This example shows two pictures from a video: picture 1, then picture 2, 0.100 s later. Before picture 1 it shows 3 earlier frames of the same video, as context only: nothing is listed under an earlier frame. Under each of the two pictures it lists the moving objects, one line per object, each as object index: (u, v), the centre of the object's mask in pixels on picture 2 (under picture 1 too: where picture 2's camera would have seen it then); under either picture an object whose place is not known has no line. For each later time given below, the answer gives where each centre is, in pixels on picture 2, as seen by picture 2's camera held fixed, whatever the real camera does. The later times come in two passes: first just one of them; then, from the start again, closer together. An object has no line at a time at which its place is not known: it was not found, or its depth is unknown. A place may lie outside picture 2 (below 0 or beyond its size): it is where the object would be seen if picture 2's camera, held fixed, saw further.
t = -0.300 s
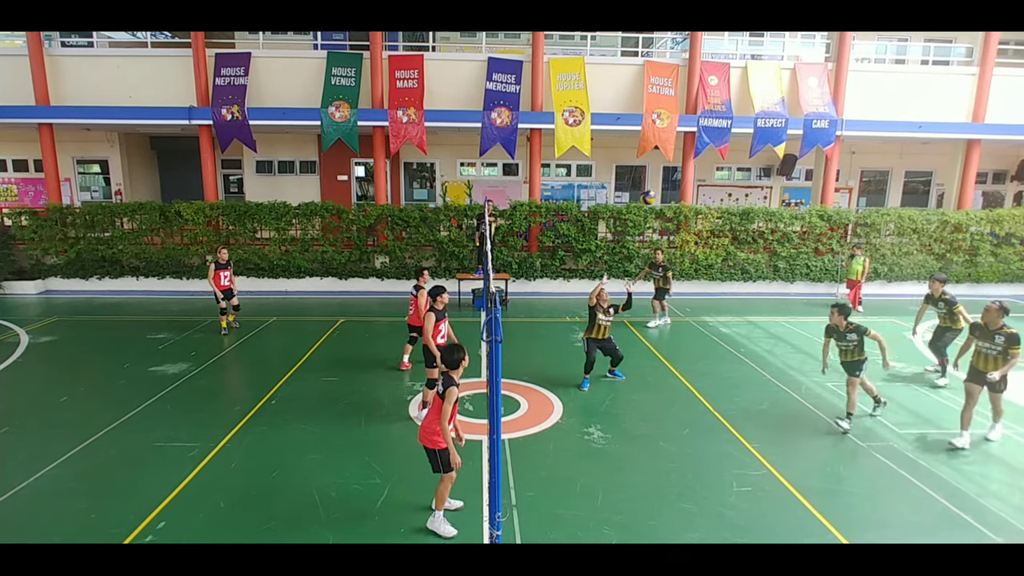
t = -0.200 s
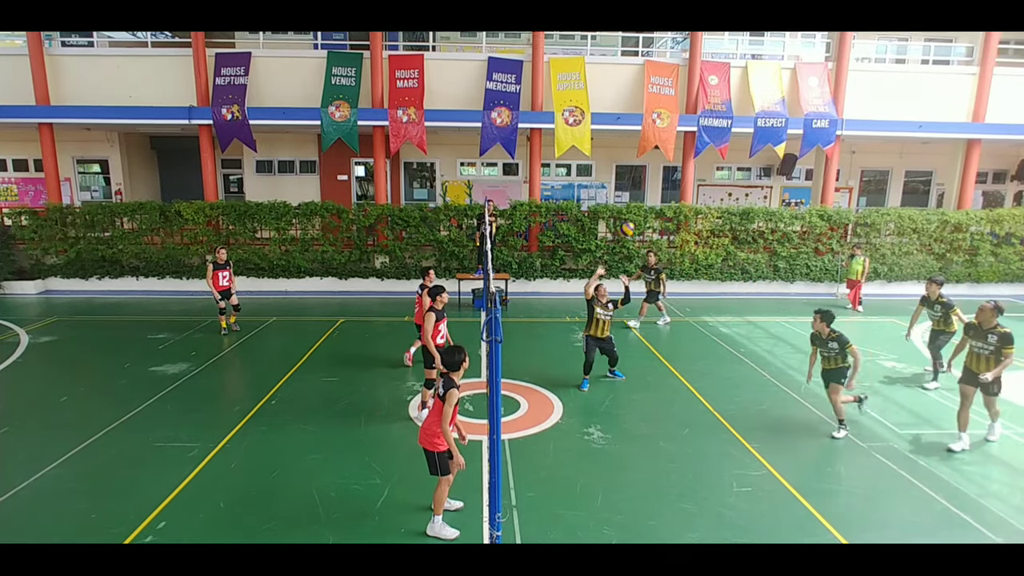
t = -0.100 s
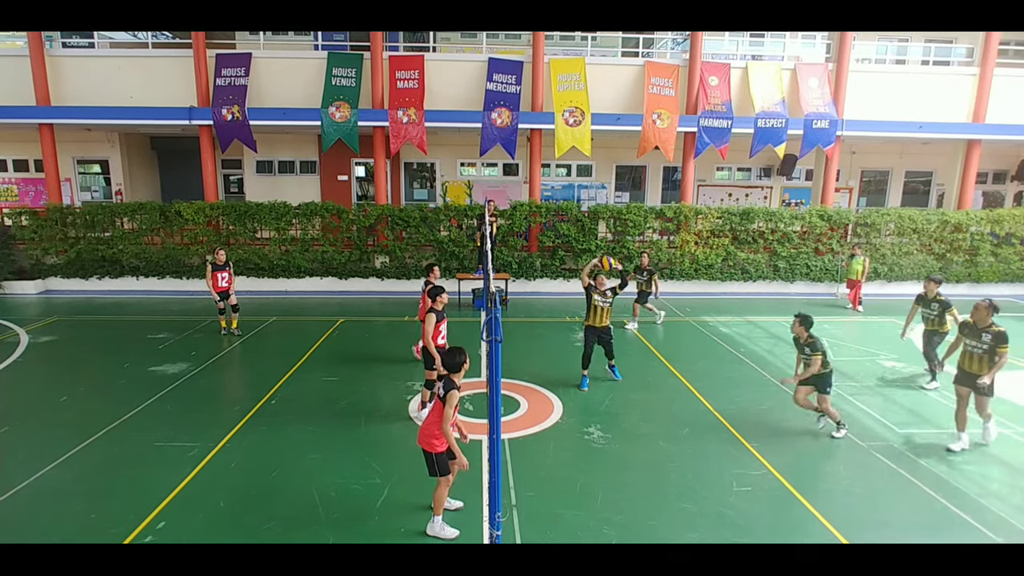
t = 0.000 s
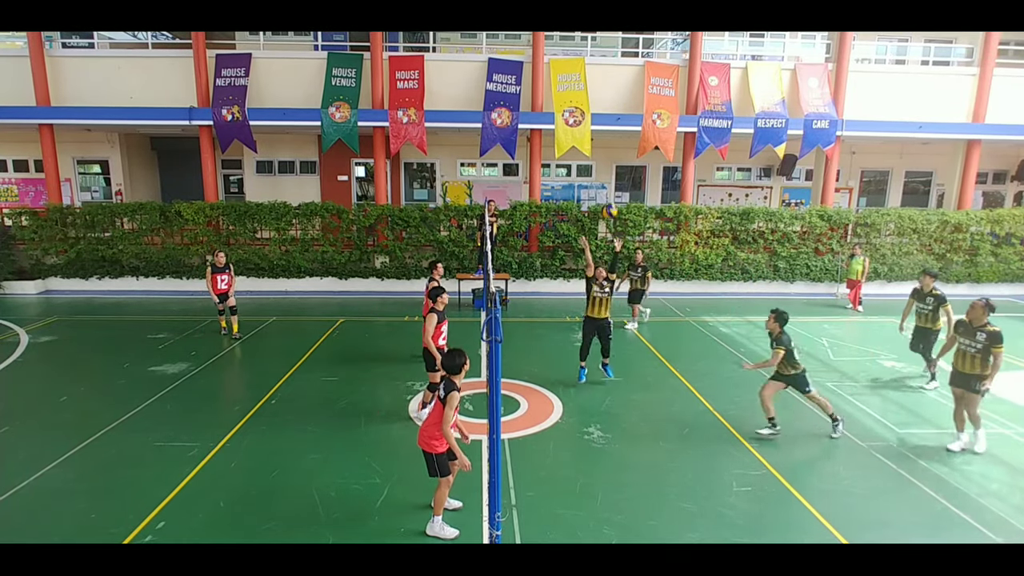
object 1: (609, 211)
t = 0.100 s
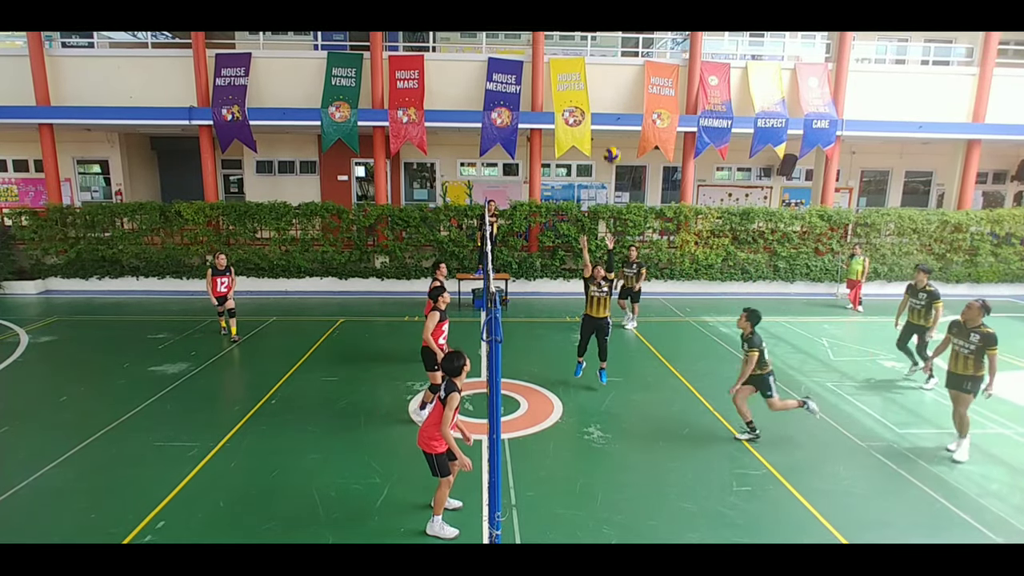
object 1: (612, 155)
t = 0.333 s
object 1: (618, 40)
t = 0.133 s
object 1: (613, 138)
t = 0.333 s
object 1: (618, 40)
